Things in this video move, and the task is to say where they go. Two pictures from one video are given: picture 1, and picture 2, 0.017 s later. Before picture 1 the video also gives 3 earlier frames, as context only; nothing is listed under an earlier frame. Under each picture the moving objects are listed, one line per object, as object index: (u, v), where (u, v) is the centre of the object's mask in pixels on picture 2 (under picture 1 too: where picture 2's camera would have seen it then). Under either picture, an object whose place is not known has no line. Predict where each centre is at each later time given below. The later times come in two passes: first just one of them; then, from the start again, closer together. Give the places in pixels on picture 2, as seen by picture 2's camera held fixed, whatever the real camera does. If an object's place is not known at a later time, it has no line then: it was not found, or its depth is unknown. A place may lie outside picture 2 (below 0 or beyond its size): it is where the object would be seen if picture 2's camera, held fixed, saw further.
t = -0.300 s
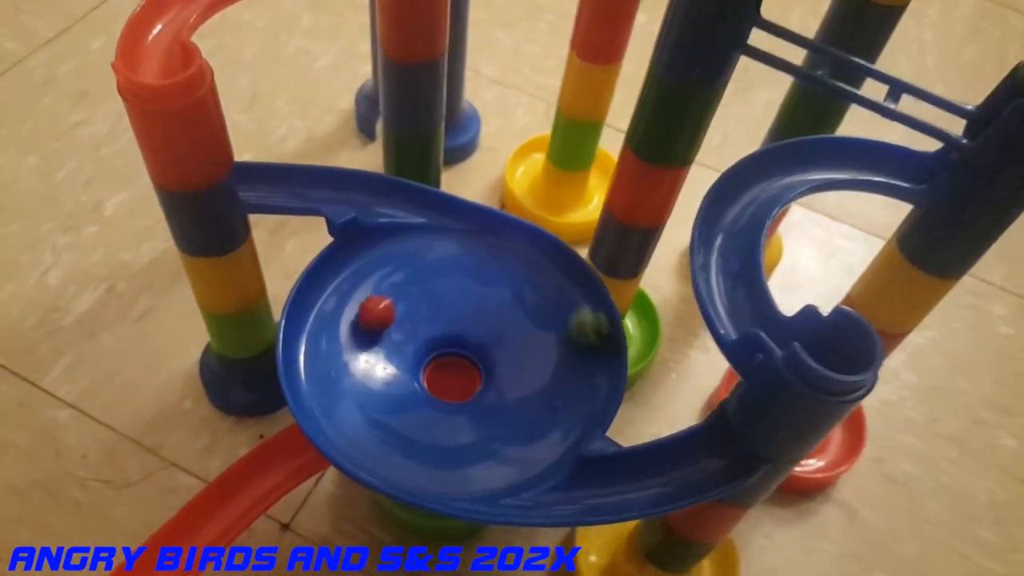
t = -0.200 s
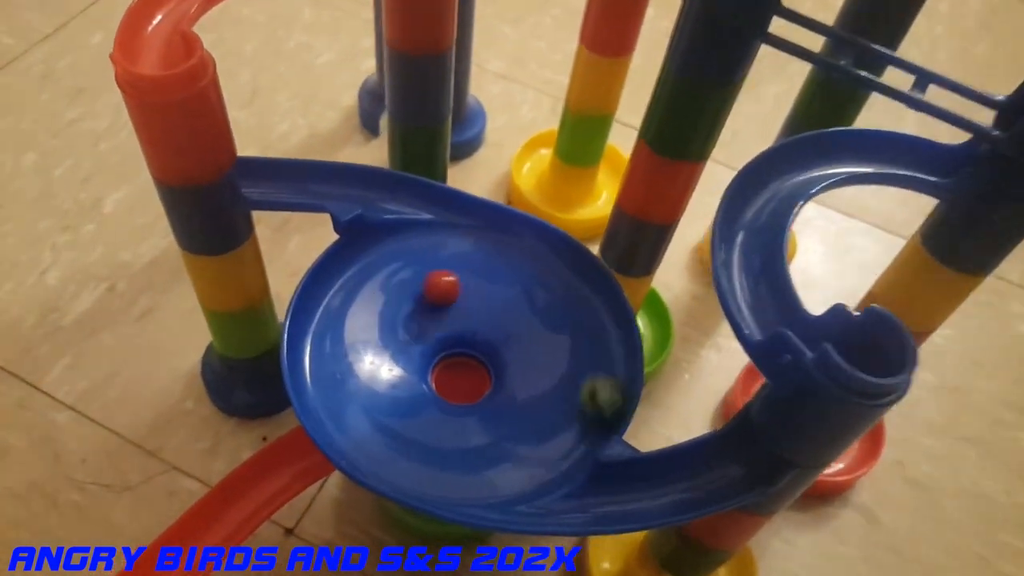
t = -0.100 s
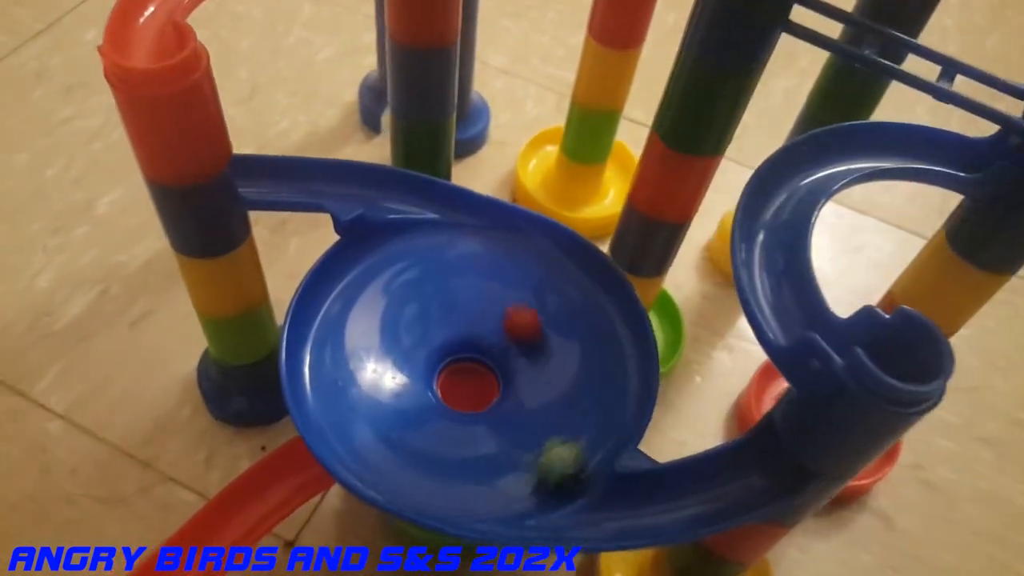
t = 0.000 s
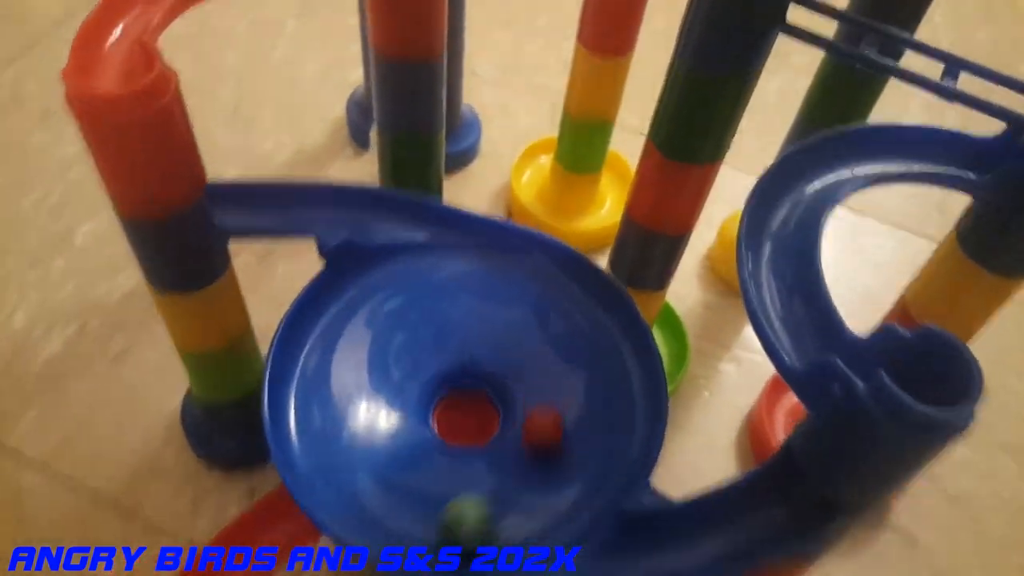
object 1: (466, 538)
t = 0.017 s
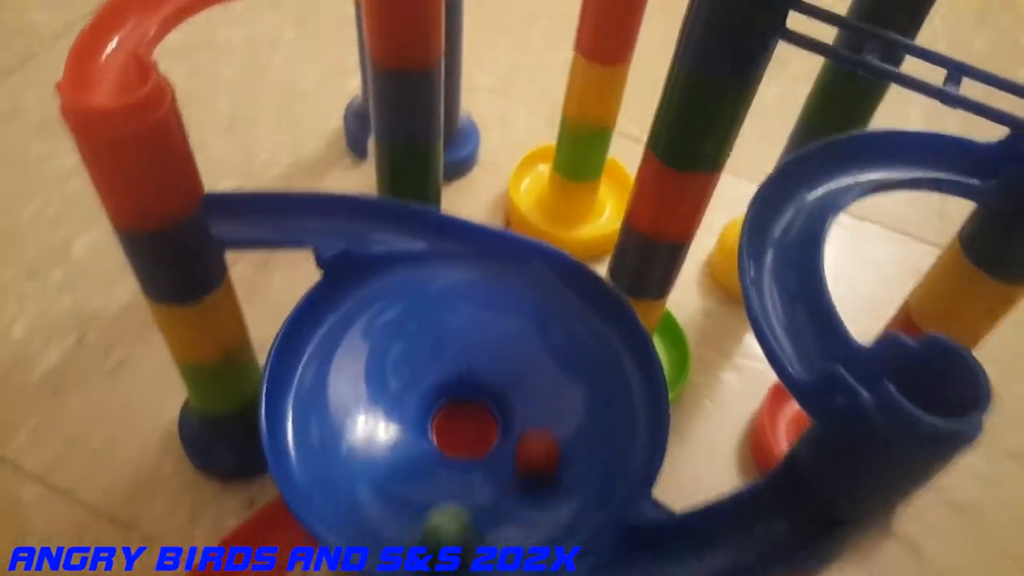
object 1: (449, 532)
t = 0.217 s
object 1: (325, 393)
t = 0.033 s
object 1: (430, 520)
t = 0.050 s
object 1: (412, 511)
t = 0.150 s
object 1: (339, 450)
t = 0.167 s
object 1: (332, 437)
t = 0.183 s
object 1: (328, 423)
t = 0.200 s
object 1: (324, 408)
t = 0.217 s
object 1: (325, 393)
